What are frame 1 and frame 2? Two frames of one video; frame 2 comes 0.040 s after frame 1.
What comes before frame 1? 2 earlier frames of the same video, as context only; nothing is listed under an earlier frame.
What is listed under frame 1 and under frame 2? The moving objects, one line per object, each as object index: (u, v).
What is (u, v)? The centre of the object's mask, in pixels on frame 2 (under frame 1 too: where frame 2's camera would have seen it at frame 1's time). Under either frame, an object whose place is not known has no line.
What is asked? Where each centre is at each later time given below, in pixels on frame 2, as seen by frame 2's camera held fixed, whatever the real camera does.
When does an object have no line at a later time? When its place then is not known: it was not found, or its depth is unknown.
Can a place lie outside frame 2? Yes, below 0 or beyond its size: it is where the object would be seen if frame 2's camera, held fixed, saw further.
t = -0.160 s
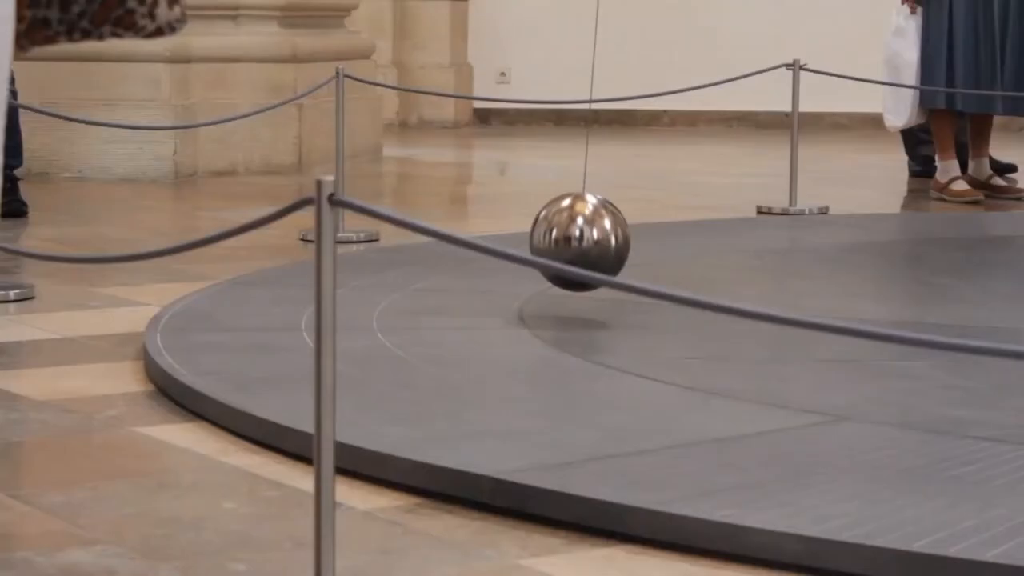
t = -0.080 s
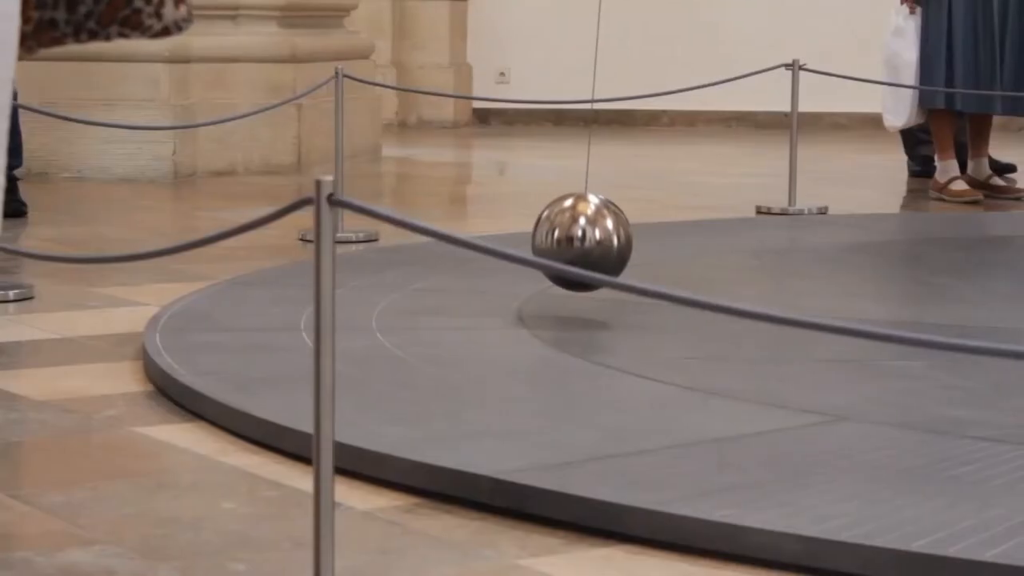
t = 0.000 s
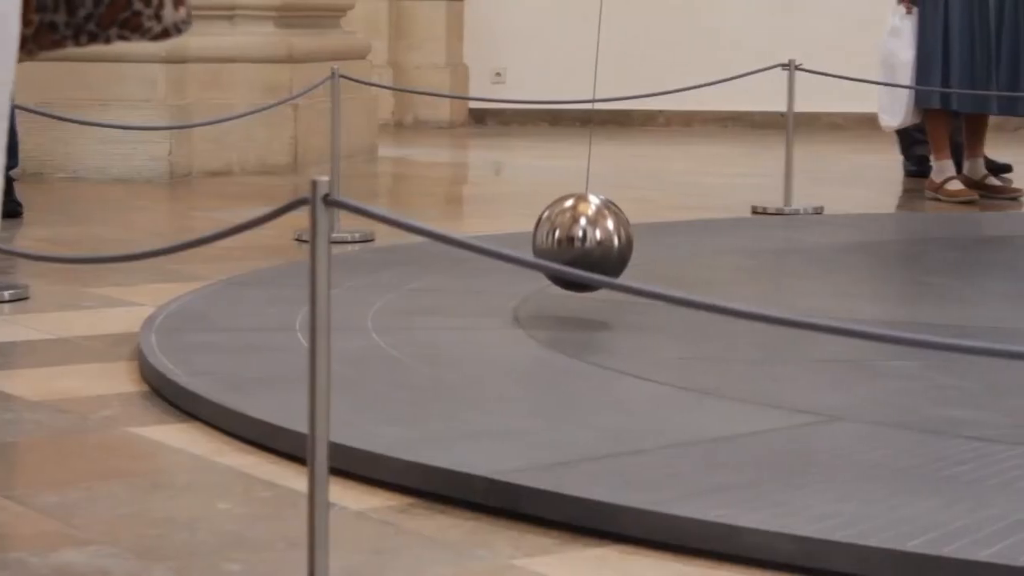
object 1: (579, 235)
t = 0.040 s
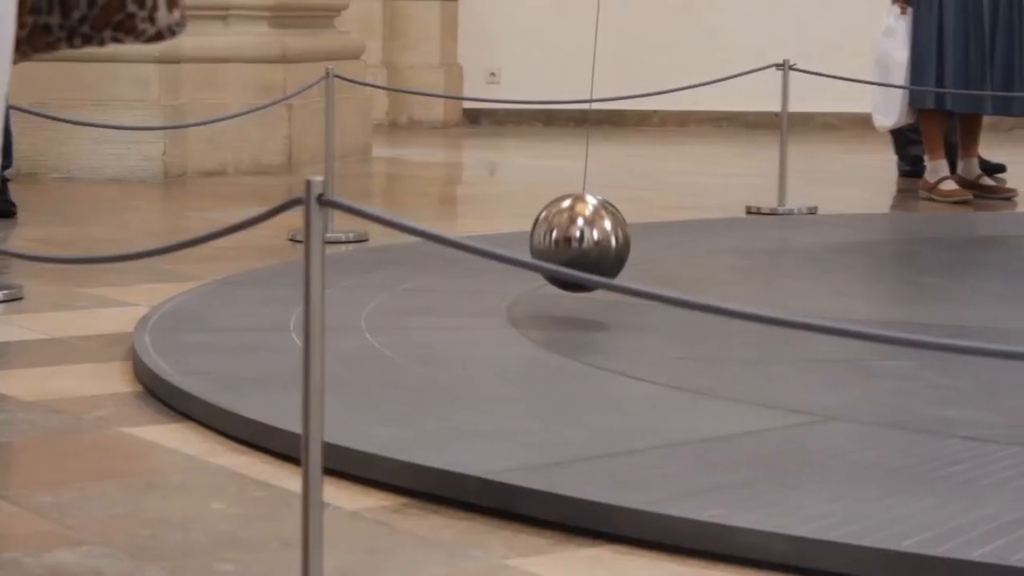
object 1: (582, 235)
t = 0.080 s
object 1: (585, 236)
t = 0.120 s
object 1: (589, 236)
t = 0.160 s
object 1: (592, 237)
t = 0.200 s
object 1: (597, 238)
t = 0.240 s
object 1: (602, 238)
